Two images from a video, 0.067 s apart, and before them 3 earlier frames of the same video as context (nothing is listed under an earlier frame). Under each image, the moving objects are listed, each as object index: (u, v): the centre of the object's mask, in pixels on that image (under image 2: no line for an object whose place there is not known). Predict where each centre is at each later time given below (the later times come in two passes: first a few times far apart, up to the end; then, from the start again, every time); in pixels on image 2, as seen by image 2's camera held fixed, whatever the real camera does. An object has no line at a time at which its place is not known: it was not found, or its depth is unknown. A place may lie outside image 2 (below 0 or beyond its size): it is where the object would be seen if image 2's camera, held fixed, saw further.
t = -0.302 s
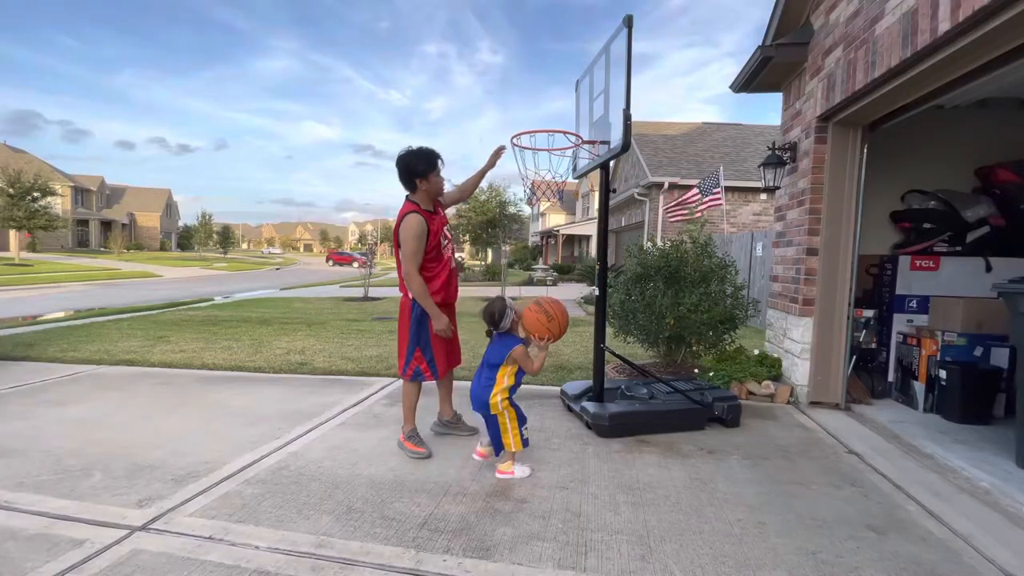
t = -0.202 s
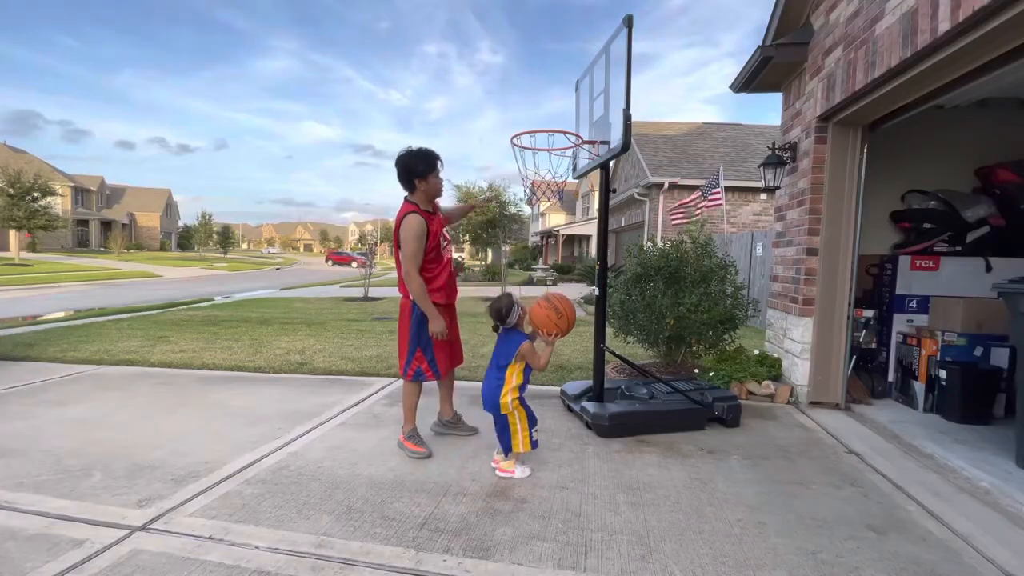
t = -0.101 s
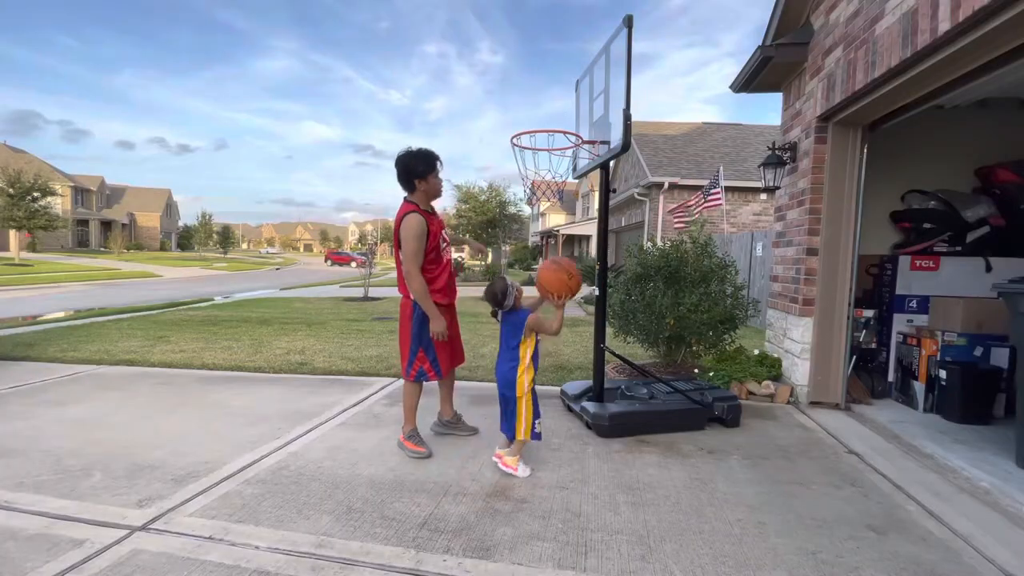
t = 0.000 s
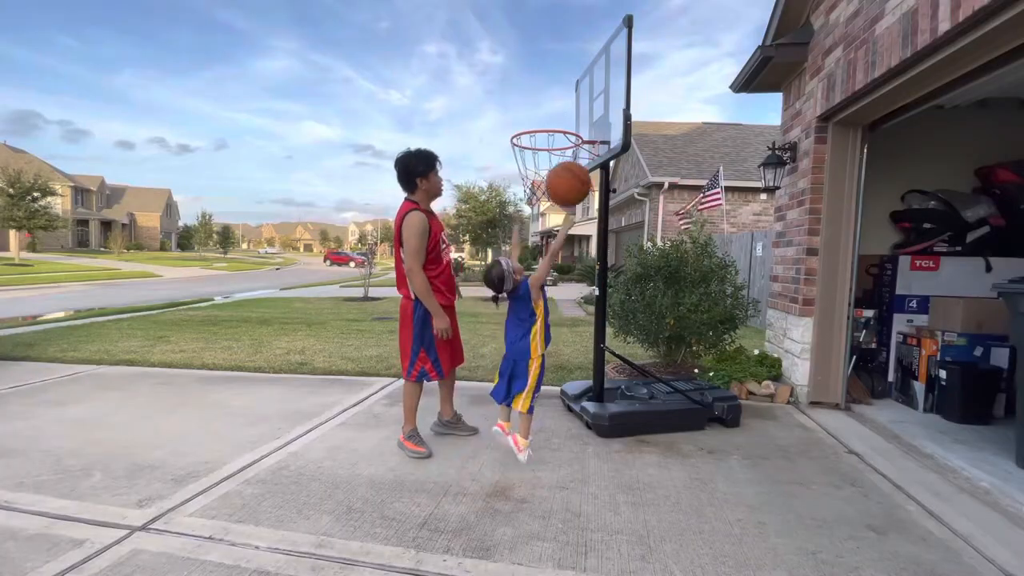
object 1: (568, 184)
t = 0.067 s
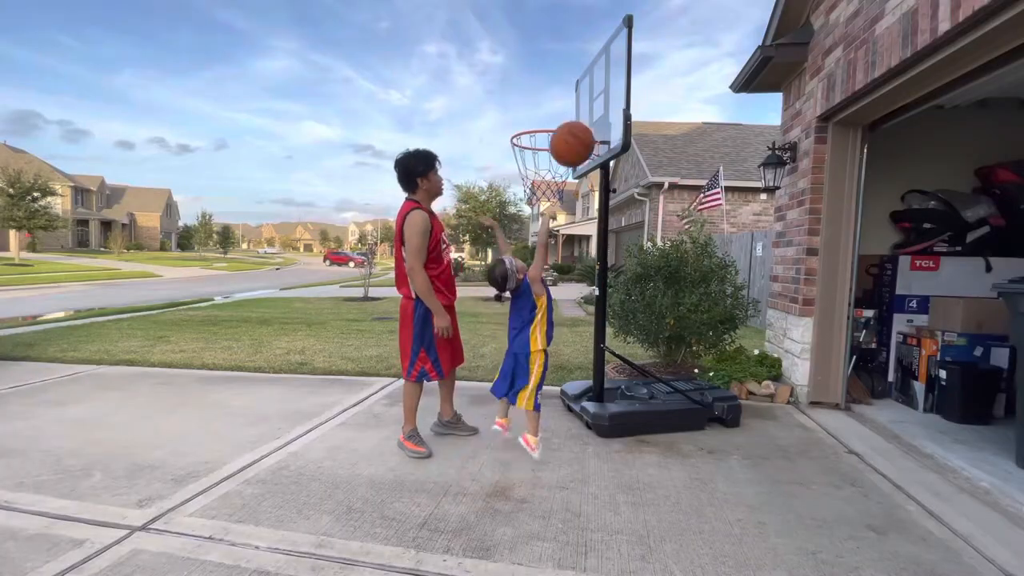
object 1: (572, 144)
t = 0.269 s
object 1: (581, 82)
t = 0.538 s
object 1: (578, 106)
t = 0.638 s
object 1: (565, 125)
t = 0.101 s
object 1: (574, 128)
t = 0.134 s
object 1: (575, 114)
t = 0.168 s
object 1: (577, 103)
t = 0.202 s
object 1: (578, 94)
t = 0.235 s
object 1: (580, 87)
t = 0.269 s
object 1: (581, 82)
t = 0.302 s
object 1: (582, 80)
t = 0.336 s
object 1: (583, 79)
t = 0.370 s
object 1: (584, 80)
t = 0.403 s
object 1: (584, 83)
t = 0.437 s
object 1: (585, 87)
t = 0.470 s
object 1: (583, 92)
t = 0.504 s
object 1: (580, 98)
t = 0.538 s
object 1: (578, 106)
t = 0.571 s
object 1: (575, 114)
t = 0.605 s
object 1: (572, 125)
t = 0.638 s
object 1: (565, 125)
